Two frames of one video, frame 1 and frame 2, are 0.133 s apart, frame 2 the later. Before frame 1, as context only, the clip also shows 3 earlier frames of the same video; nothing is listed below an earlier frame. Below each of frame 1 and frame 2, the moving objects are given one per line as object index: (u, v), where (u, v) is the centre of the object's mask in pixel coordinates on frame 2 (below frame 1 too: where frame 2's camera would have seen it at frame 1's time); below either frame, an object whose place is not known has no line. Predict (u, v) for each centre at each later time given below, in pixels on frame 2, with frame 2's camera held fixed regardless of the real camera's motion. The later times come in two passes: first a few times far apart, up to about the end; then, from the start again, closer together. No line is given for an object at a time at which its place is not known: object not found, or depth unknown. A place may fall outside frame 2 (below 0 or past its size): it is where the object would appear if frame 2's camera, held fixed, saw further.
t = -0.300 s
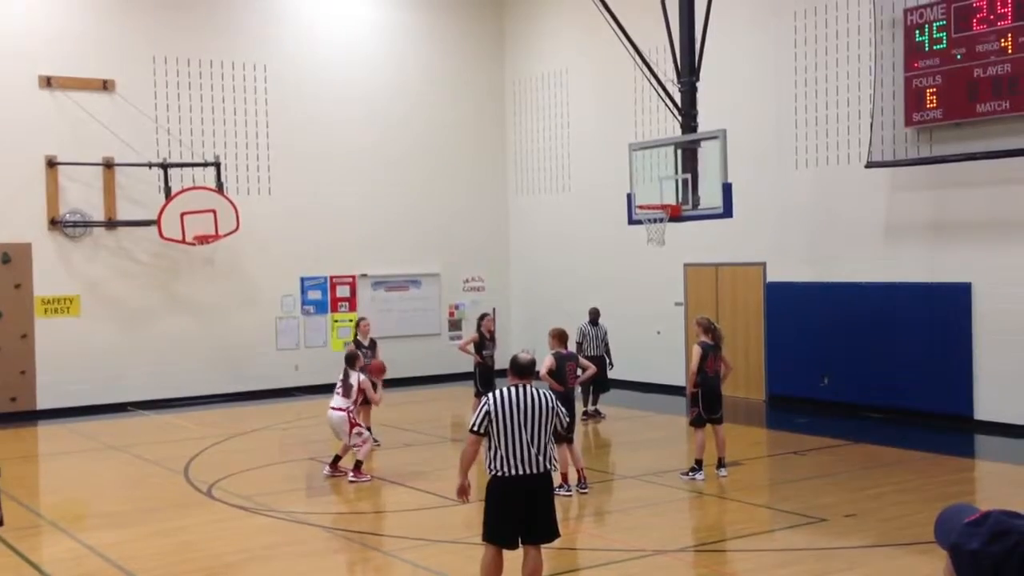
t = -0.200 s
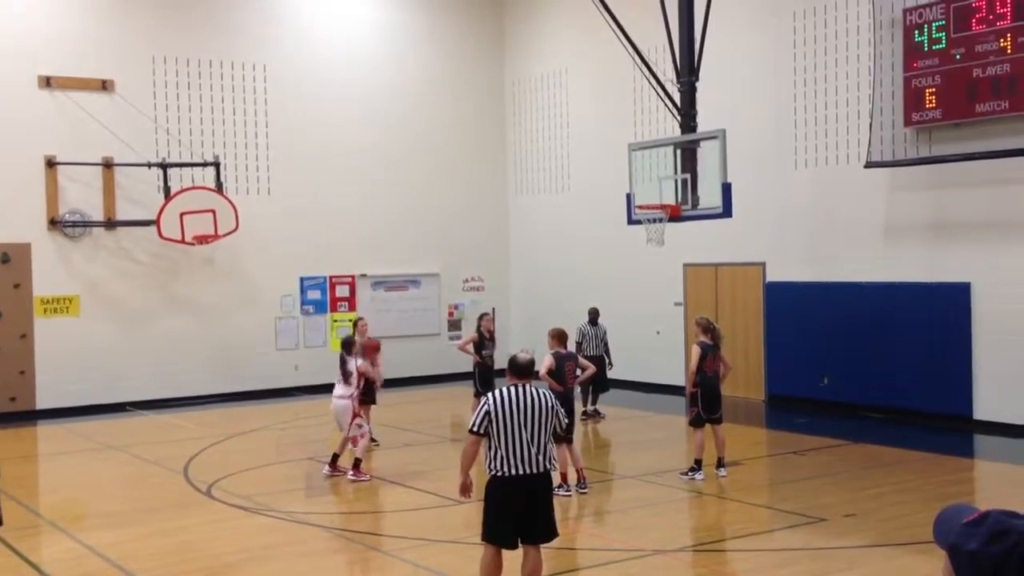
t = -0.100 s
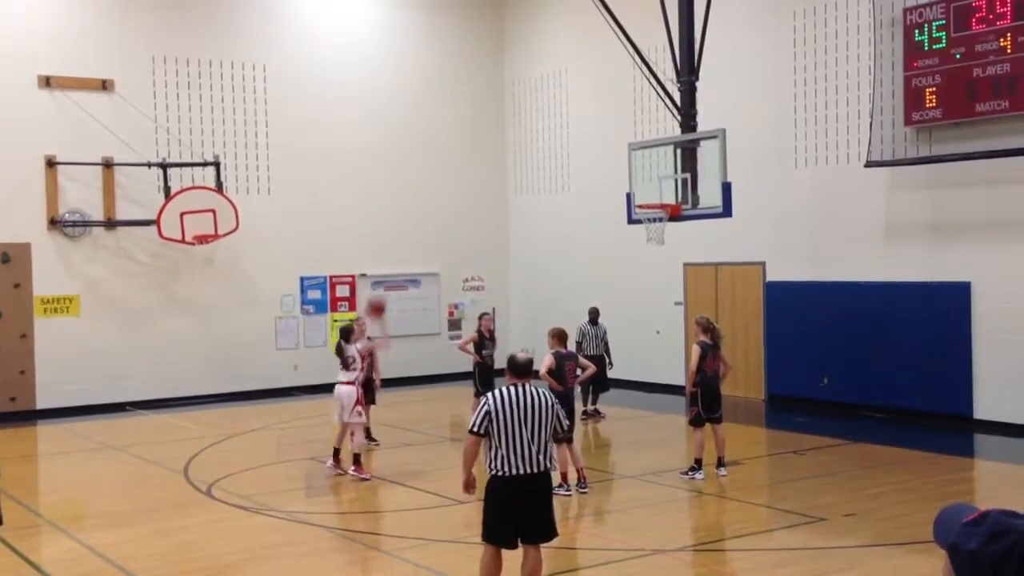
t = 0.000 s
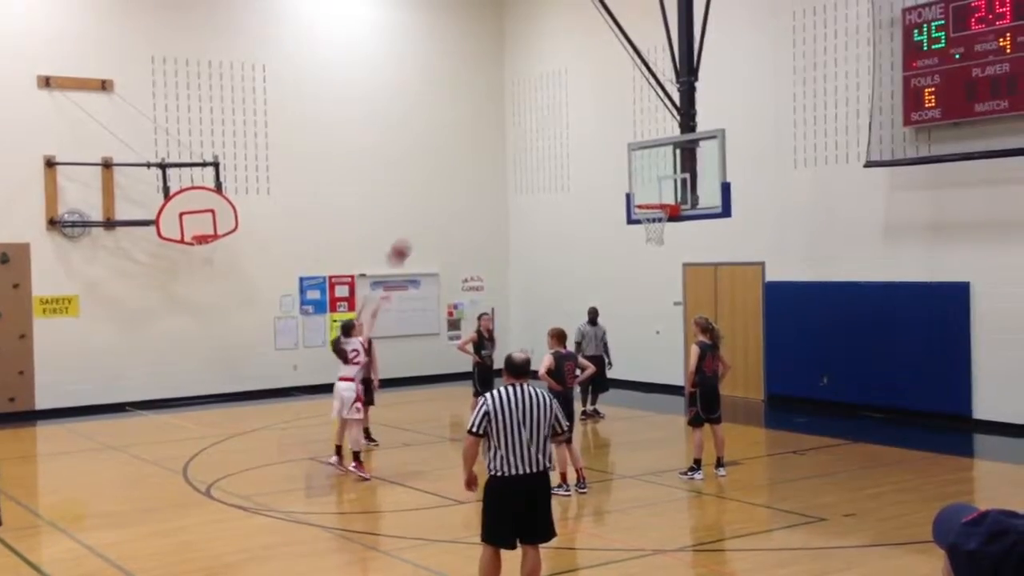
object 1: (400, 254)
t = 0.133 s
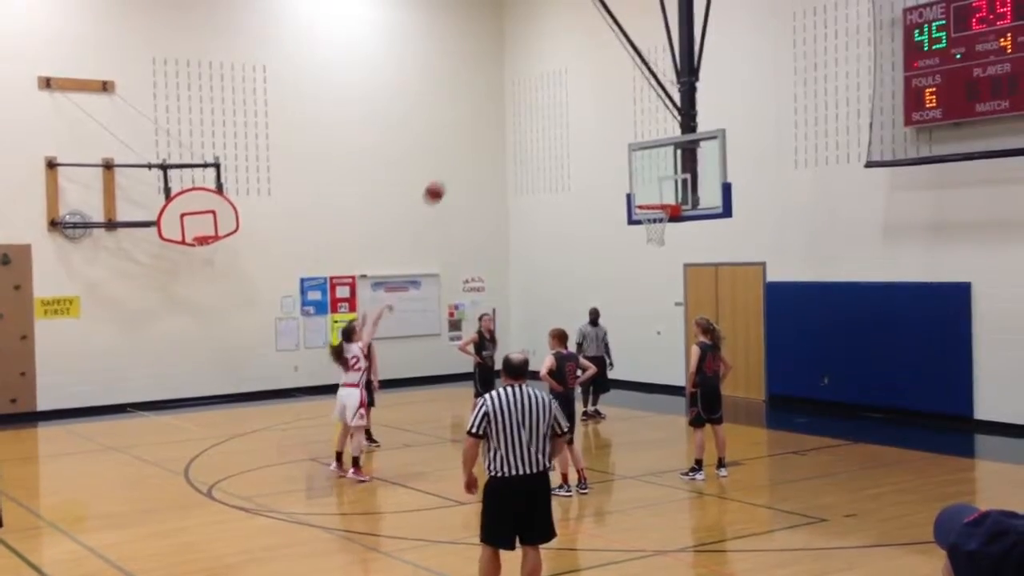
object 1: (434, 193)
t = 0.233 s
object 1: (459, 158)
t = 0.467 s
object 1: (514, 111)
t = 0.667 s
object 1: (559, 107)
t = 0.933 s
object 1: (616, 149)
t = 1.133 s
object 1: (658, 214)
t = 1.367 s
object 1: (681, 272)
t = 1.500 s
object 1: (691, 315)
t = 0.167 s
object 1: (442, 180)
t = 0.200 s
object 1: (450, 169)
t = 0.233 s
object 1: (459, 158)
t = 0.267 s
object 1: (467, 148)
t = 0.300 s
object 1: (475, 140)
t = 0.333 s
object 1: (483, 132)
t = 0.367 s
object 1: (491, 125)
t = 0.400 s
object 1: (498, 120)
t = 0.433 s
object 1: (506, 115)
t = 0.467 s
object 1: (514, 111)
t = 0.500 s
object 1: (522, 109)
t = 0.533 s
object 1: (530, 106)
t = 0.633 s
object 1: (552, 105)
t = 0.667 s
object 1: (559, 107)
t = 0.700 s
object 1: (567, 109)
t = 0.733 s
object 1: (574, 112)
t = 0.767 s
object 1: (581, 116)
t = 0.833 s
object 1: (595, 127)
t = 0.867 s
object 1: (602, 134)
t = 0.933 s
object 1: (616, 149)
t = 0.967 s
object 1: (623, 158)
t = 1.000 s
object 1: (630, 168)
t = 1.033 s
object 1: (637, 178)
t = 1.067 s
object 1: (643, 189)
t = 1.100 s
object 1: (650, 200)
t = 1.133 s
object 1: (658, 214)
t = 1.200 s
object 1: (667, 232)
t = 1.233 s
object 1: (669, 239)
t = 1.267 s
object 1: (672, 246)
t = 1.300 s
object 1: (675, 254)
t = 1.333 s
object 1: (677, 262)
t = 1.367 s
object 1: (681, 272)
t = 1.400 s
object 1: (683, 282)
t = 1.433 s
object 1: (686, 293)
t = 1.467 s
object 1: (689, 304)
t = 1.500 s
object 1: (691, 315)
